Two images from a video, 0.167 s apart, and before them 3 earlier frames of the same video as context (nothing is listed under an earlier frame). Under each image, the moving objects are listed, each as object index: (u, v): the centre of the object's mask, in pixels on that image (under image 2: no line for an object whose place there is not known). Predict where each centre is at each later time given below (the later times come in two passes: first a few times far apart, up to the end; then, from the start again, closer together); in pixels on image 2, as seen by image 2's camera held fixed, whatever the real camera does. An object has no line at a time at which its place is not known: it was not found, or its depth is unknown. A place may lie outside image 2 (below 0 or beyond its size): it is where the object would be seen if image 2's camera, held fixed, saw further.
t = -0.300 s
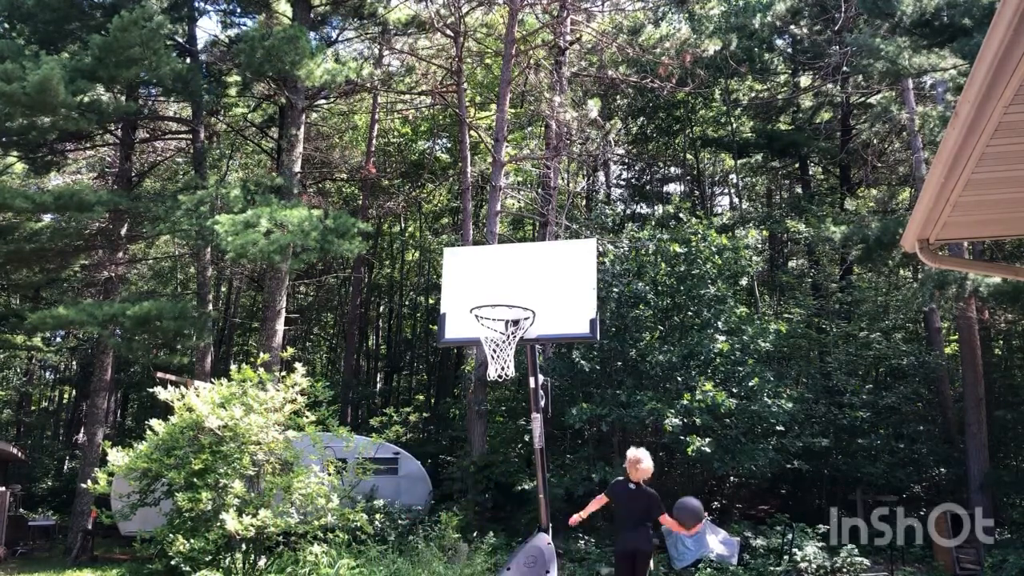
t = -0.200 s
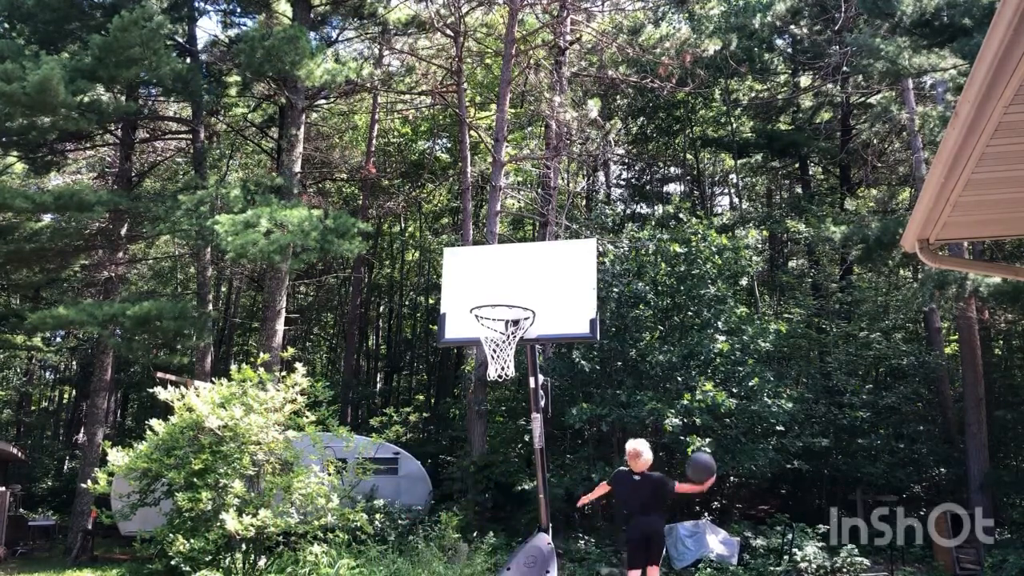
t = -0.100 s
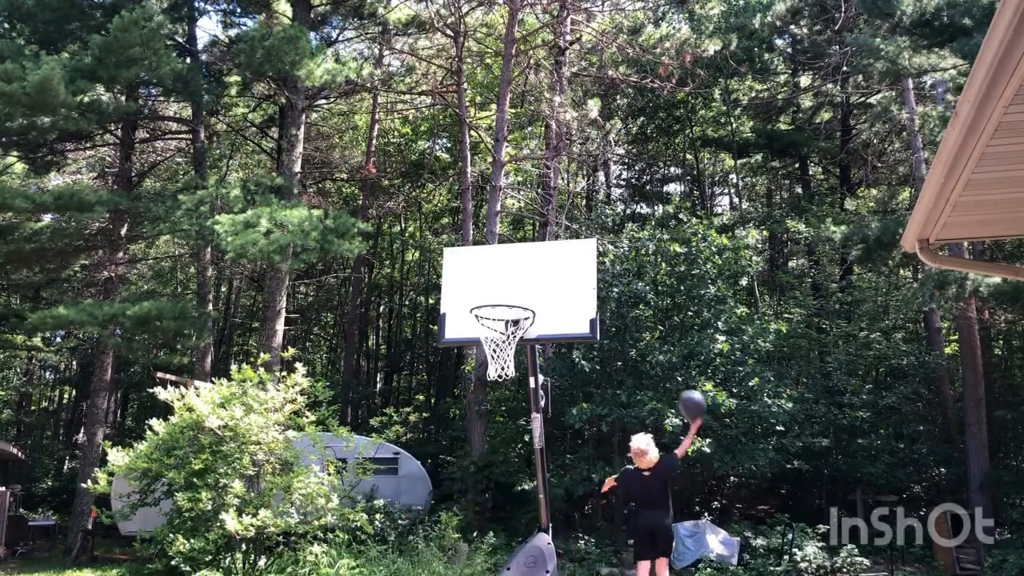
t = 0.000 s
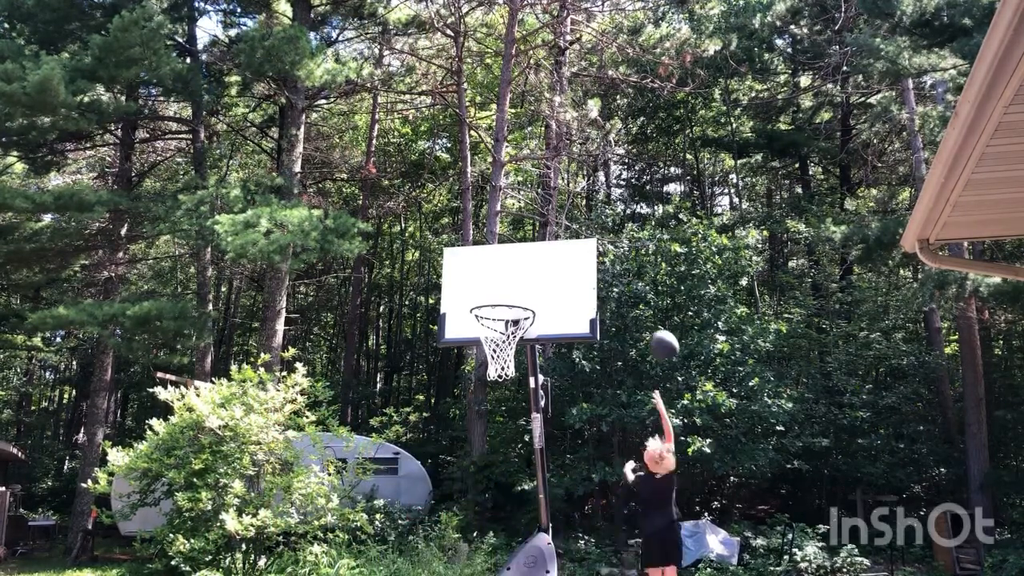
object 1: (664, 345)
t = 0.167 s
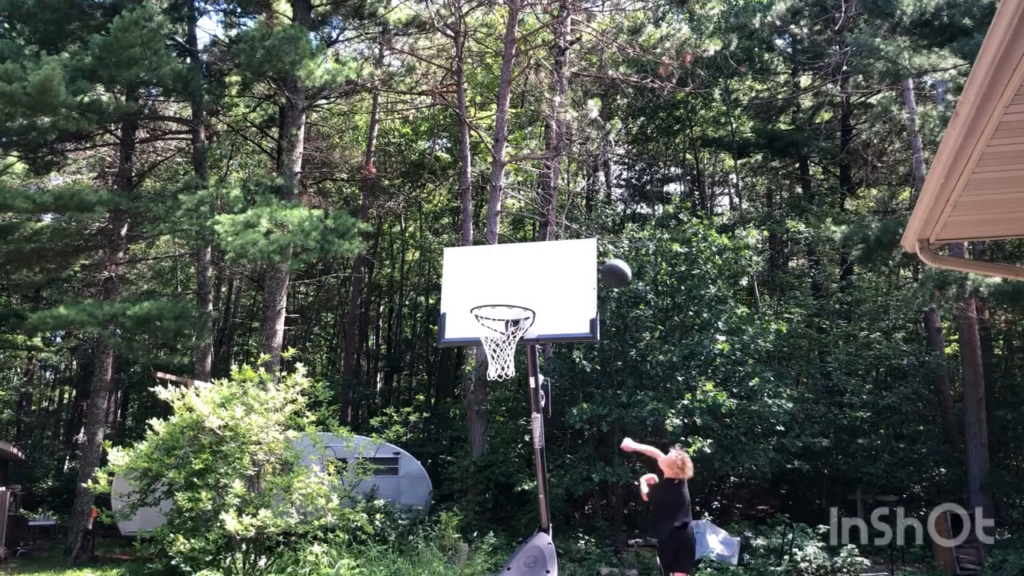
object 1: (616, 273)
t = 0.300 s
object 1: (577, 232)
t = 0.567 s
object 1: (502, 230)
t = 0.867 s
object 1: (411, 323)
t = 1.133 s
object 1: (314, 525)
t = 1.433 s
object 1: (263, 491)
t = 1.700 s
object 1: (251, 373)
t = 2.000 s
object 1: (230, 361)
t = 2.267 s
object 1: (205, 455)
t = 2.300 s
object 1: (201, 473)
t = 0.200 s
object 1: (608, 263)
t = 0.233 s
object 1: (604, 254)
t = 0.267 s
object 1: (594, 240)
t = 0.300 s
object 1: (577, 232)
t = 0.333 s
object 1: (569, 230)
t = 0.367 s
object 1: (560, 228)
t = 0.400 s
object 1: (550, 226)
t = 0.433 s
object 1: (541, 224)
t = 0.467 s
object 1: (532, 224)
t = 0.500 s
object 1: (522, 224)
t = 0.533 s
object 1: (512, 227)
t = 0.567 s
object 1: (502, 230)
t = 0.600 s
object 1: (492, 234)
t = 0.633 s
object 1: (483, 240)
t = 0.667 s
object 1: (473, 247)
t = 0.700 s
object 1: (462, 256)
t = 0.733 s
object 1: (452, 267)
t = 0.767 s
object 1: (441, 279)
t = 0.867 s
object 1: (411, 323)
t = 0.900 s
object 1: (400, 342)
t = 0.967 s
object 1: (376, 384)
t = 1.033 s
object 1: (352, 432)
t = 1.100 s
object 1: (327, 493)
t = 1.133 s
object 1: (314, 525)
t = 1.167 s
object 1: (301, 560)
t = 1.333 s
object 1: (268, 563)
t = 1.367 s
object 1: (267, 541)
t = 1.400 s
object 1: (265, 514)
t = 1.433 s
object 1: (263, 491)
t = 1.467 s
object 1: (263, 470)
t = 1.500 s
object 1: (261, 452)
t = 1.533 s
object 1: (259, 435)
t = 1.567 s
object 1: (258, 419)
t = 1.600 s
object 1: (255, 406)
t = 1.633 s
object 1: (254, 392)
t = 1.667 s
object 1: (253, 382)
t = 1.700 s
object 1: (251, 373)
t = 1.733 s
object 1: (248, 366)
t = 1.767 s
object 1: (246, 359)
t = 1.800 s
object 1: (245, 355)
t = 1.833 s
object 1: (243, 353)
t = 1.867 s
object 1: (240, 351)
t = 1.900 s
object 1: (238, 351)
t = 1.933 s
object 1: (235, 353)
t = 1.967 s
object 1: (233, 356)
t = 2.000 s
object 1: (230, 361)
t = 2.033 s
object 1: (228, 366)
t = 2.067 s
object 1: (225, 374)
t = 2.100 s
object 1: (221, 383)
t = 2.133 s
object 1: (219, 394)
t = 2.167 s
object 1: (215, 407)
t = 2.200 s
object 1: (212, 421)
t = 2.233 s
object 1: (208, 437)
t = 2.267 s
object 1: (205, 455)
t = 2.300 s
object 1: (201, 473)
